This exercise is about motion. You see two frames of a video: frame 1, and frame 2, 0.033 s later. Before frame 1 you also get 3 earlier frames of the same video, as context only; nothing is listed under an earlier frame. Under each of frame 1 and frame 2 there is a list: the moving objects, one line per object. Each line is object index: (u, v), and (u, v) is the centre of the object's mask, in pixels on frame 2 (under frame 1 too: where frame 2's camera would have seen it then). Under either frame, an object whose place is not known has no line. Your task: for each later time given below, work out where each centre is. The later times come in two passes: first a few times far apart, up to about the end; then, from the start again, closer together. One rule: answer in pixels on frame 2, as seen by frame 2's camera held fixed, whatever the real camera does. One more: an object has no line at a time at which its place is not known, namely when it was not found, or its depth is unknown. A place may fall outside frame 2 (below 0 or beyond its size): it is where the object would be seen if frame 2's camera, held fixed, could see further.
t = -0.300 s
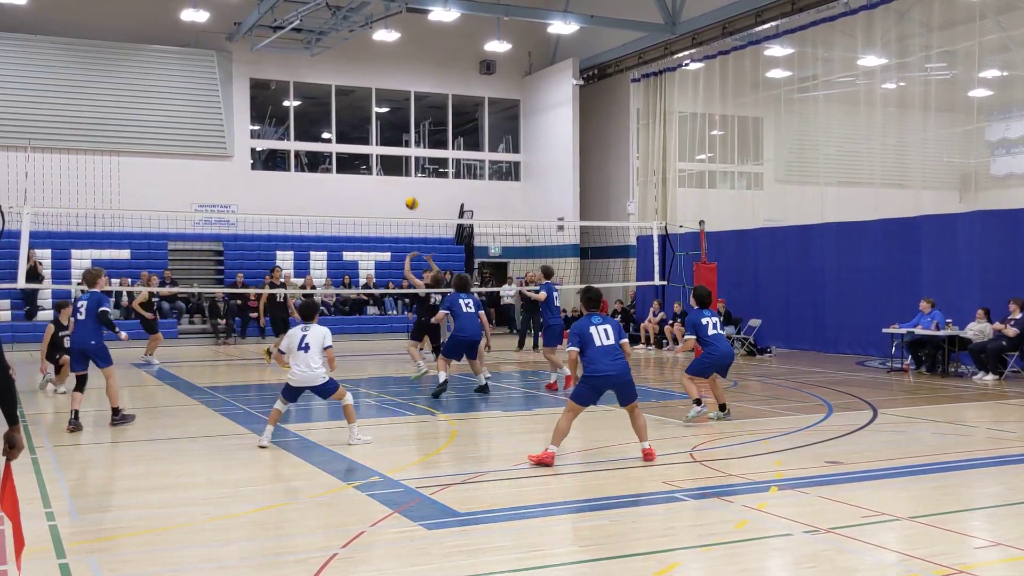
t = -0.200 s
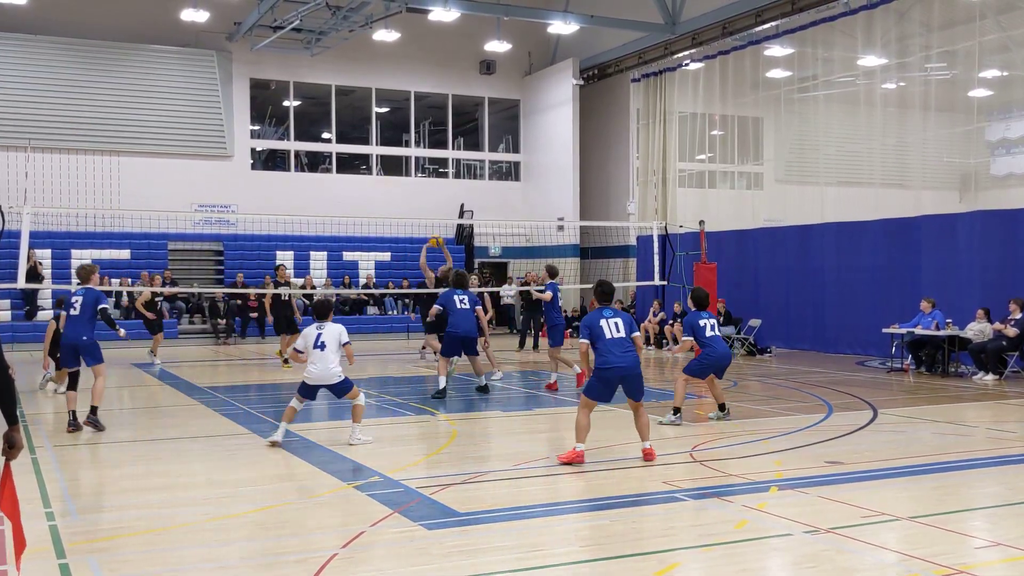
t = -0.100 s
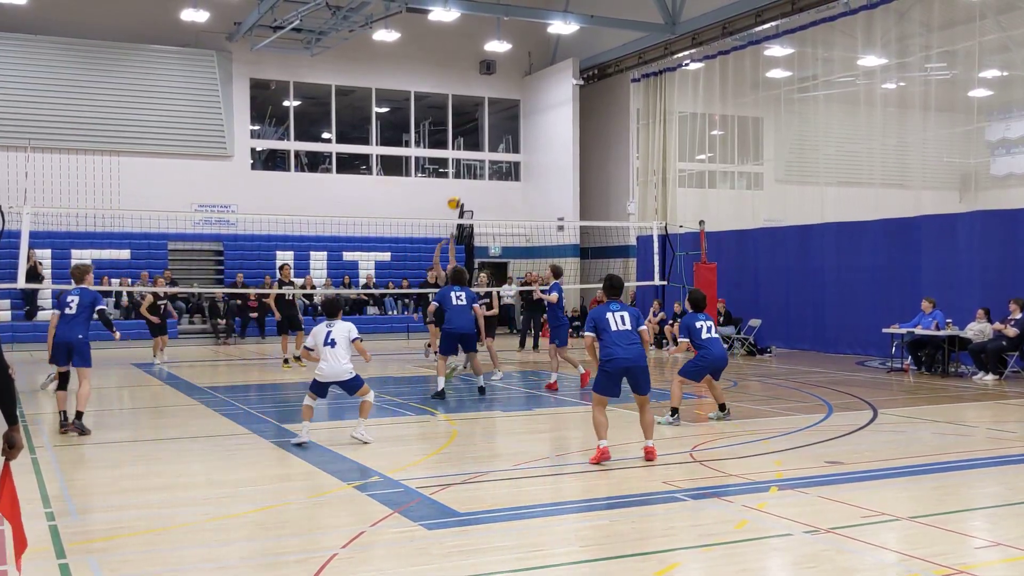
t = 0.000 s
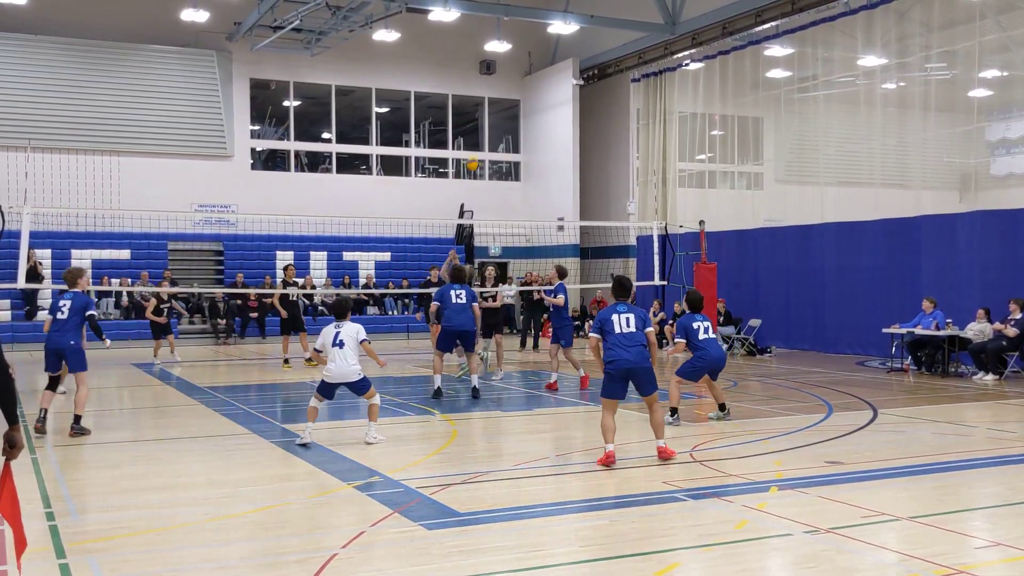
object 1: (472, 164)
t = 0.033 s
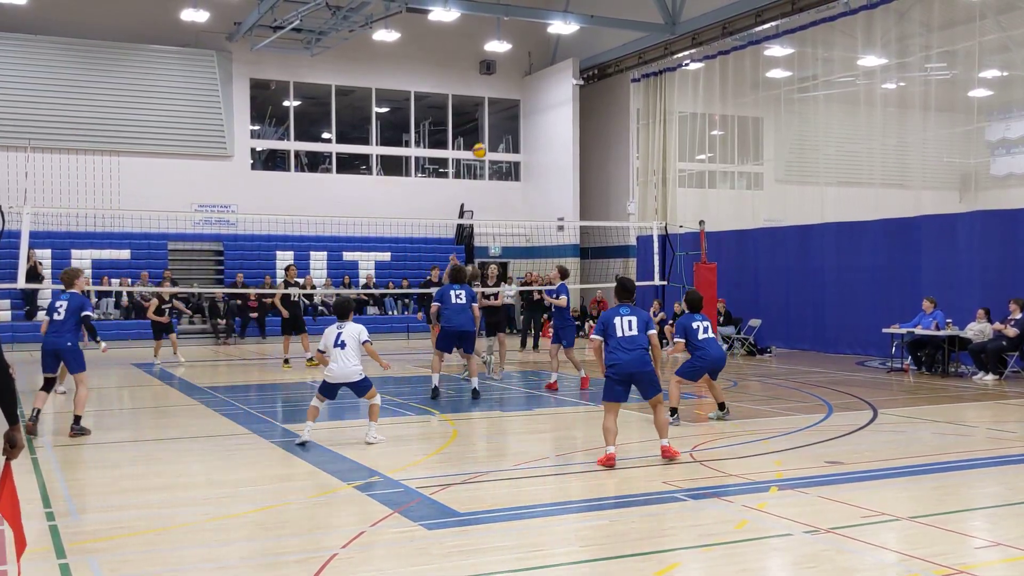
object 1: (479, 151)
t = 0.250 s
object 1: (520, 88)
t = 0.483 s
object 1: (568, 53)
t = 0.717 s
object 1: (620, 58)
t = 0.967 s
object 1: (680, 115)
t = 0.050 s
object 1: (482, 145)
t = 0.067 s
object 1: (485, 140)
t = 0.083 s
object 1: (488, 134)
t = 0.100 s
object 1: (492, 129)
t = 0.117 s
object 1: (495, 123)
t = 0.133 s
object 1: (498, 119)
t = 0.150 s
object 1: (501, 114)
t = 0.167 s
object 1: (505, 109)
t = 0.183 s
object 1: (507, 105)
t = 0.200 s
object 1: (511, 101)
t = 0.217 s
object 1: (514, 96)
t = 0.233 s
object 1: (517, 92)
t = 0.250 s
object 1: (520, 88)
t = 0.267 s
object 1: (524, 84)
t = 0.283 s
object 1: (527, 81)
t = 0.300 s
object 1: (530, 77)
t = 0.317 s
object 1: (534, 74)
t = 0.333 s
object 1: (537, 71)
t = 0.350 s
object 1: (540, 69)
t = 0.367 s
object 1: (543, 66)
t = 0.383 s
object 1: (547, 63)
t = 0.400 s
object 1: (551, 61)
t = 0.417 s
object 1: (554, 59)
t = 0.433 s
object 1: (557, 57)
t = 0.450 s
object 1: (561, 56)
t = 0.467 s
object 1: (564, 54)
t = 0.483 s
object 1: (568, 53)
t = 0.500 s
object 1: (572, 52)
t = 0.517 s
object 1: (575, 51)
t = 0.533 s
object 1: (579, 51)
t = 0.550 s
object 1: (583, 50)
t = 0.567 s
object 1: (586, 50)
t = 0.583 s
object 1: (590, 50)
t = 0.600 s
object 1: (594, 50)
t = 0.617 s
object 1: (597, 51)
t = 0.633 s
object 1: (601, 52)
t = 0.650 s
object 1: (605, 52)
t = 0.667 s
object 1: (609, 53)
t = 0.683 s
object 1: (613, 55)
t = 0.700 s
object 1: (616, 57)
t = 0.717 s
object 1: (620, 58)
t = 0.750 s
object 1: (628, 63)
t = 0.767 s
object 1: (632, 65)
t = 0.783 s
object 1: (636, 68)
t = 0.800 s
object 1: (639, 71)
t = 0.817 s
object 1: (643, 74)
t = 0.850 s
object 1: (651, 81)
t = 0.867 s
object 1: (656, 85)
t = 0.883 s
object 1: (660, 89)
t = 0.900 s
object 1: (664, 94)
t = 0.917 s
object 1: (668, 99)
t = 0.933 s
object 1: (672, 104)
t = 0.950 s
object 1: (676, 109)
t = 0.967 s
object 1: (680, 115)
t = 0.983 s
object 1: (684, 121)
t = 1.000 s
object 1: (688, 126)
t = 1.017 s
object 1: (693, 132)
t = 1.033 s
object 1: (697, 139)
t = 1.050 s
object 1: (701, 146)
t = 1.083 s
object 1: (710, 161)
